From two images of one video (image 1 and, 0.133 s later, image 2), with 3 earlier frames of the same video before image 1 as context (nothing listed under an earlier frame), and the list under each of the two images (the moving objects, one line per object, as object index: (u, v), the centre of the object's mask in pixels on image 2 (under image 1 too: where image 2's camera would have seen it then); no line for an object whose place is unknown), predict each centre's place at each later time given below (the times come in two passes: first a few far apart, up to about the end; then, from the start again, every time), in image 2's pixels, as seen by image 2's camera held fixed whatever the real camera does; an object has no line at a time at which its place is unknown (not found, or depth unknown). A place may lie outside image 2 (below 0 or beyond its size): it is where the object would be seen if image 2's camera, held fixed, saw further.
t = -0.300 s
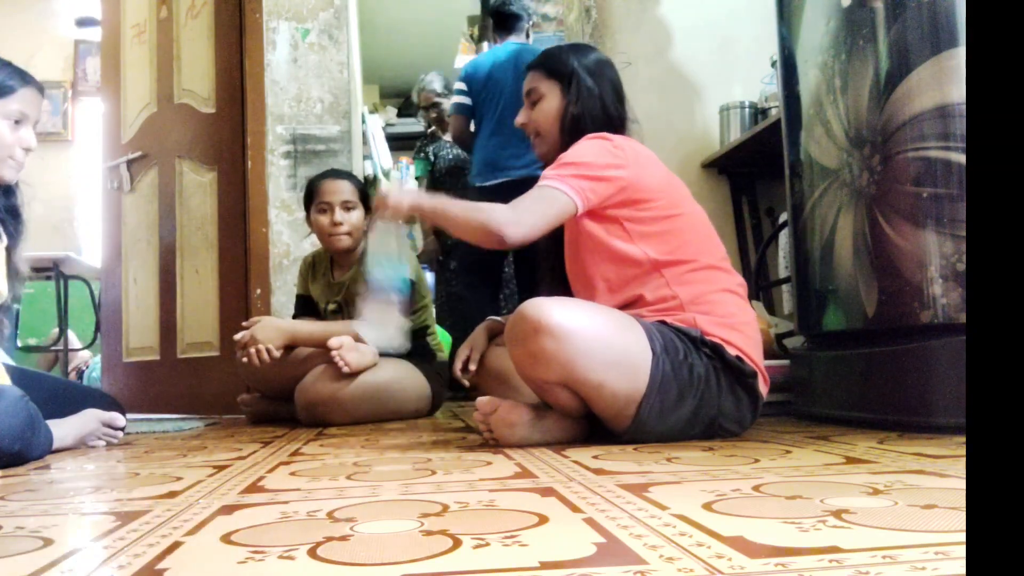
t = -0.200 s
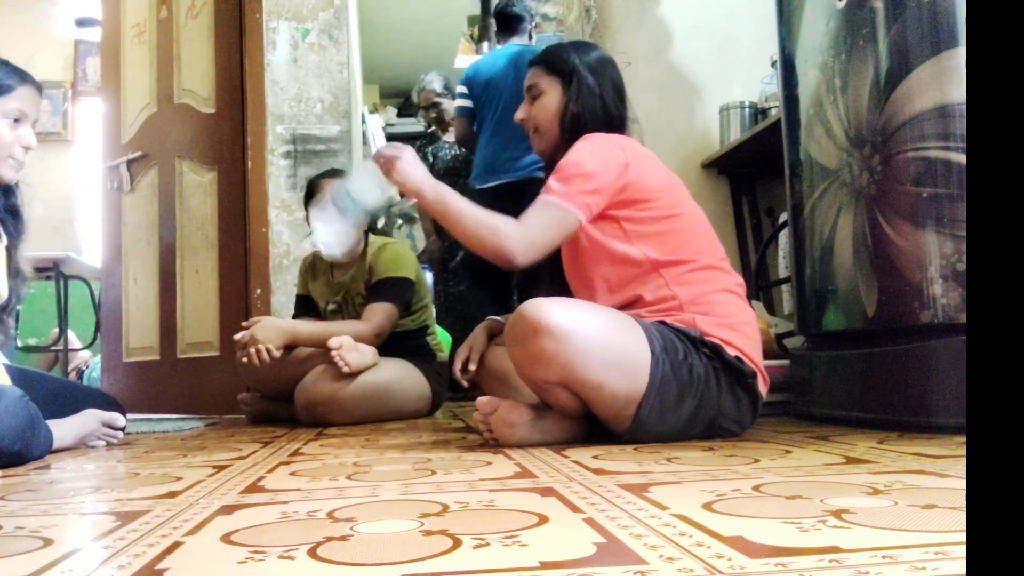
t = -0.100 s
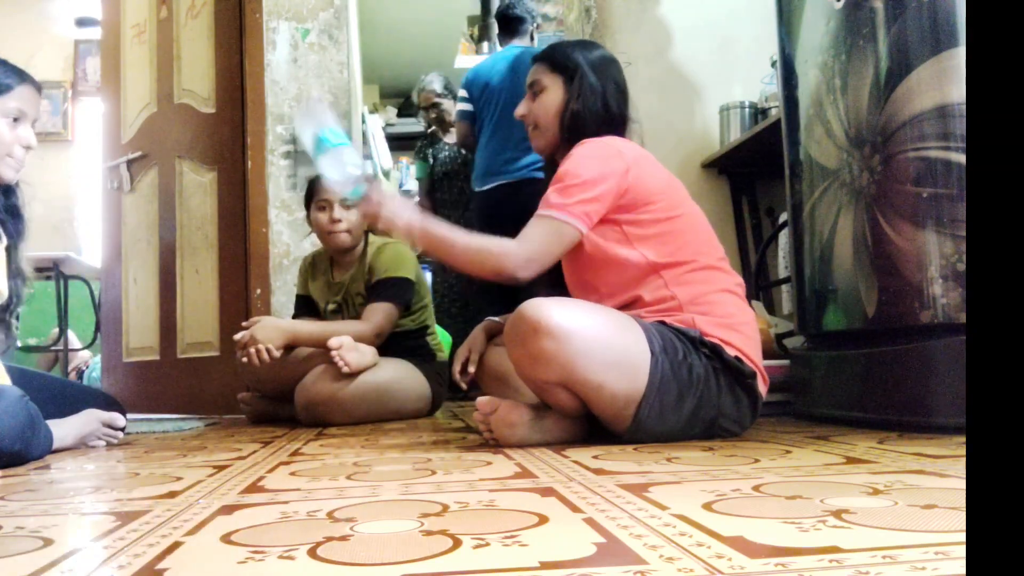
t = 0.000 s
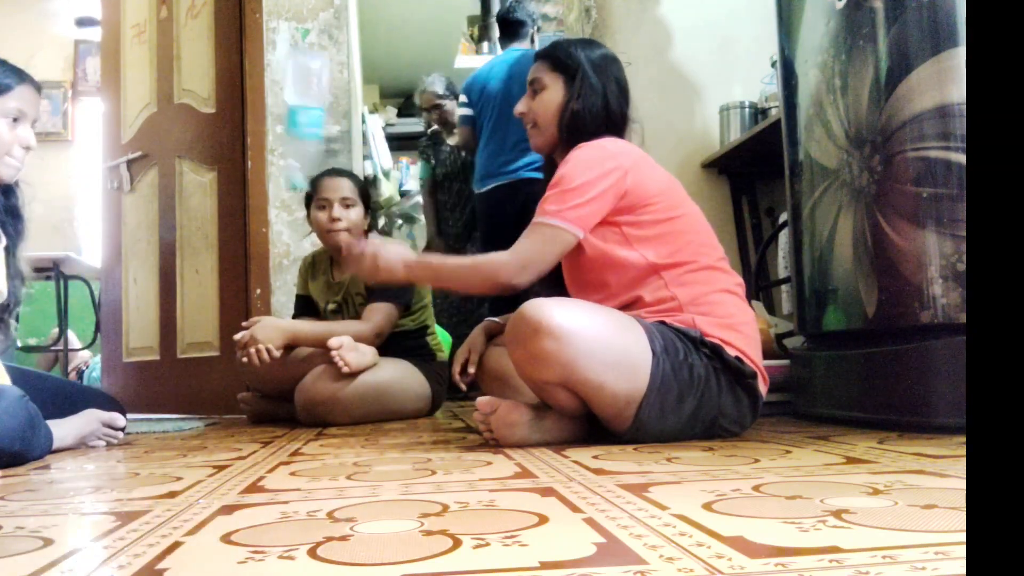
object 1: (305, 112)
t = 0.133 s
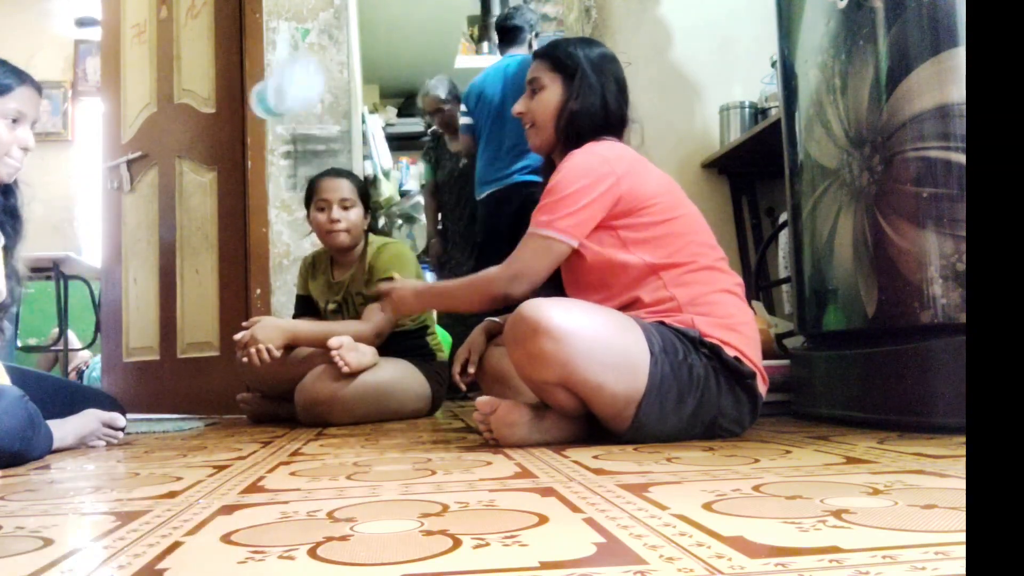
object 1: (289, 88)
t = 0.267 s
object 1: (276, 190)
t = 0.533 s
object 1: (247, 380)
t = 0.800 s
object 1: (202, 395)
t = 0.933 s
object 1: (185, 432)
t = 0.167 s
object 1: (287, 106)
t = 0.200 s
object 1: (283, 127)
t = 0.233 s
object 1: (279, 156)
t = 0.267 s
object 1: (276, 190)
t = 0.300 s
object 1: (272, 232)
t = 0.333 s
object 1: (270, 281)
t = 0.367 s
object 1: (267, 340)
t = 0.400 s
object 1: (262, 379)
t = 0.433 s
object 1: (257, 382)
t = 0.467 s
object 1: (252, 382)
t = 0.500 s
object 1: (249, 380)
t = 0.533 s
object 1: (247, 380)
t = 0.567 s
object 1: (245, 379)
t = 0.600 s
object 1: (242, 380)
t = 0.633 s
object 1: (240, 380)
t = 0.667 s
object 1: (235, 381)
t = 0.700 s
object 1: (229, 382)
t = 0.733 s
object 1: (221, 384)
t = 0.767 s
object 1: (212, 389)
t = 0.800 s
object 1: (202, 395)
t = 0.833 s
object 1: (193, 406)
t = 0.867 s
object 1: (182, 425)
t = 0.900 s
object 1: (183, 436)
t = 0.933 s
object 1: (185, 432)
